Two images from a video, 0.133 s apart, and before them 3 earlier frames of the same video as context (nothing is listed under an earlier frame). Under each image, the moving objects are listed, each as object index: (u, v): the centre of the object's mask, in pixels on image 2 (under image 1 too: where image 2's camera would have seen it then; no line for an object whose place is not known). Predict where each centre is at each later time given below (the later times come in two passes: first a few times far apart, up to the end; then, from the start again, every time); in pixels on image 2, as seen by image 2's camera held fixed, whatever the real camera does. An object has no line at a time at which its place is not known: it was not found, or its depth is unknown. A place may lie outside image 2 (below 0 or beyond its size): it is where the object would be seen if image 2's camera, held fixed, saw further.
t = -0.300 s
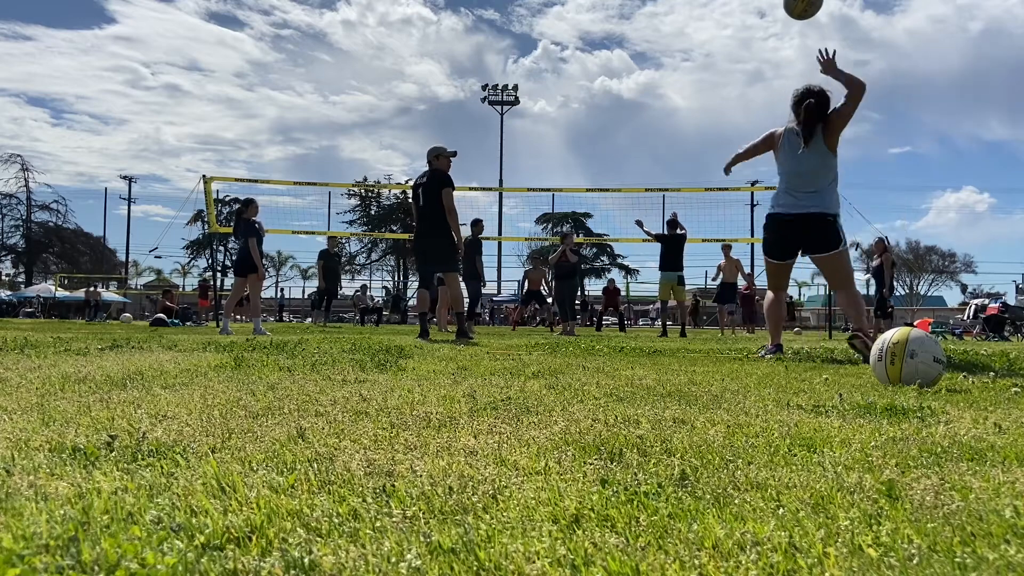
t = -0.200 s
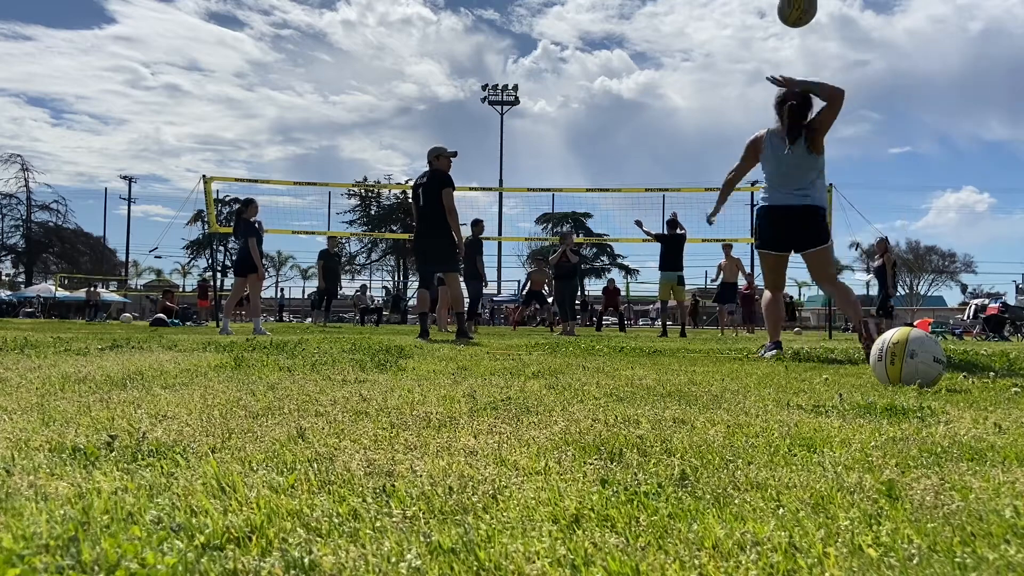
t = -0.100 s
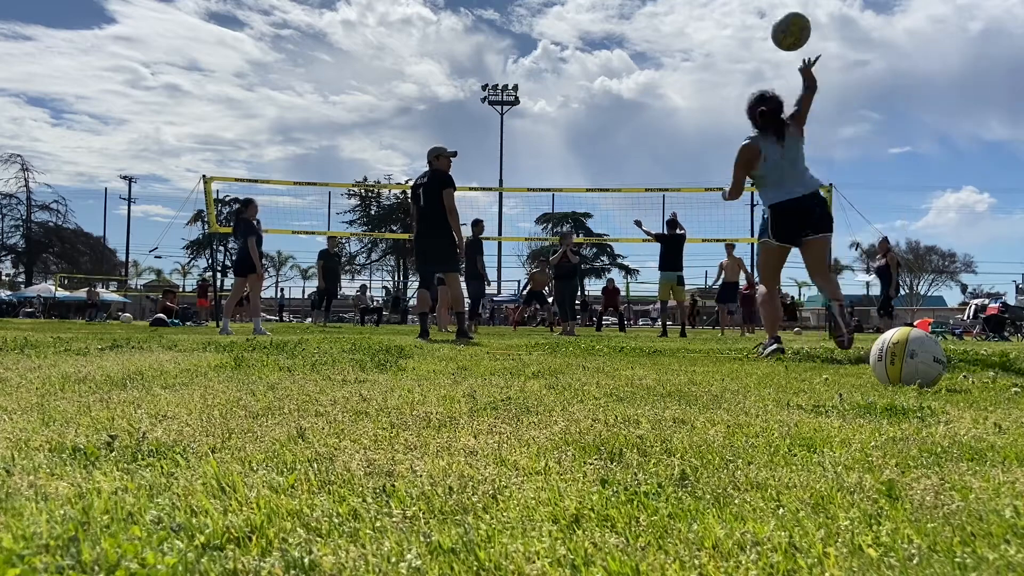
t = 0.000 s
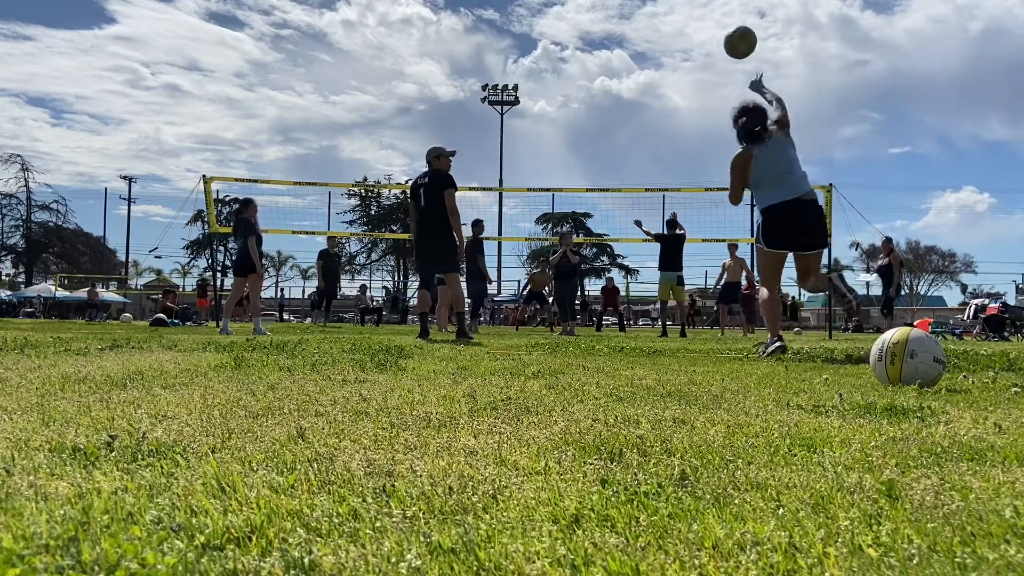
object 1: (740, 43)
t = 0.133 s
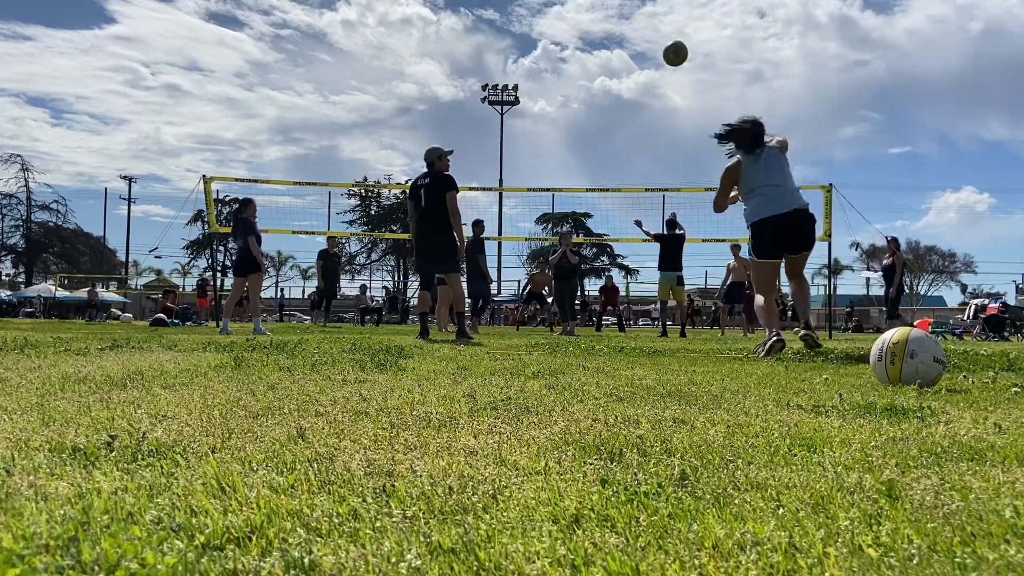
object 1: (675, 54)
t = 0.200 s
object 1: (652, 63)
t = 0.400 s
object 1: (599, 104)
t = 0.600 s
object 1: (560, 155)
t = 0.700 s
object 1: (545, 181)
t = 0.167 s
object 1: (663, 58)
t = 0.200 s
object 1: (652, 63)
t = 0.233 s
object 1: (642, 69)
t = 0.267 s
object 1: (632, 76)
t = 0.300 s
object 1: (623, 82)
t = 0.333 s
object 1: (615, 89)
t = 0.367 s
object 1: (607, 96)
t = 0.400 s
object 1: (599, 104)
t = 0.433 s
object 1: (592, 112)
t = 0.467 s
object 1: (585, 120)
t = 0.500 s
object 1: (579, 129)
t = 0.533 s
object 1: (572, 137)
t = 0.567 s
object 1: (566, 146)
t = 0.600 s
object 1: (560, 155)
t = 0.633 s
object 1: (555, 163)
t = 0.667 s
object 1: (550, 172)
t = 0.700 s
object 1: (545, 181)
